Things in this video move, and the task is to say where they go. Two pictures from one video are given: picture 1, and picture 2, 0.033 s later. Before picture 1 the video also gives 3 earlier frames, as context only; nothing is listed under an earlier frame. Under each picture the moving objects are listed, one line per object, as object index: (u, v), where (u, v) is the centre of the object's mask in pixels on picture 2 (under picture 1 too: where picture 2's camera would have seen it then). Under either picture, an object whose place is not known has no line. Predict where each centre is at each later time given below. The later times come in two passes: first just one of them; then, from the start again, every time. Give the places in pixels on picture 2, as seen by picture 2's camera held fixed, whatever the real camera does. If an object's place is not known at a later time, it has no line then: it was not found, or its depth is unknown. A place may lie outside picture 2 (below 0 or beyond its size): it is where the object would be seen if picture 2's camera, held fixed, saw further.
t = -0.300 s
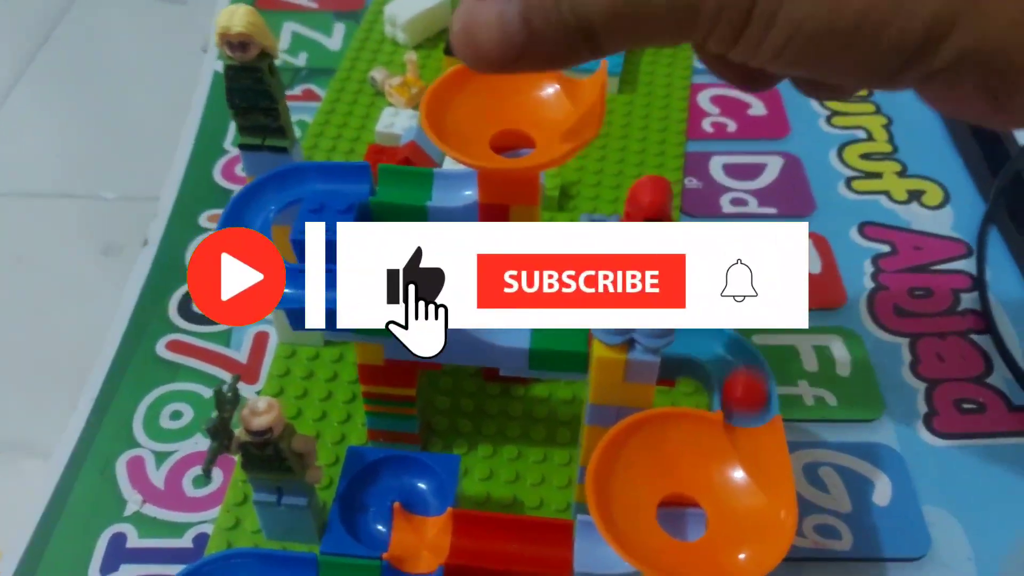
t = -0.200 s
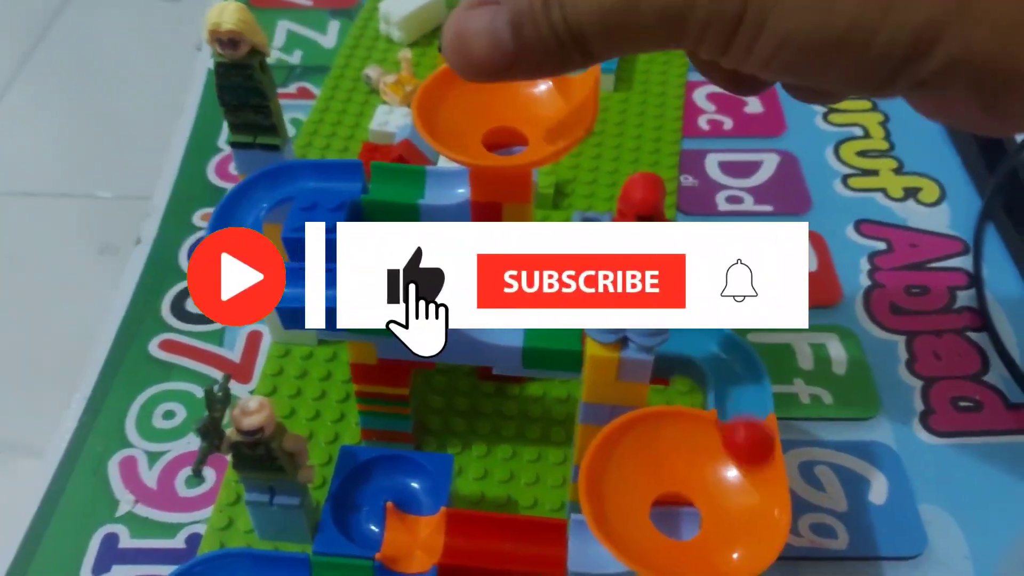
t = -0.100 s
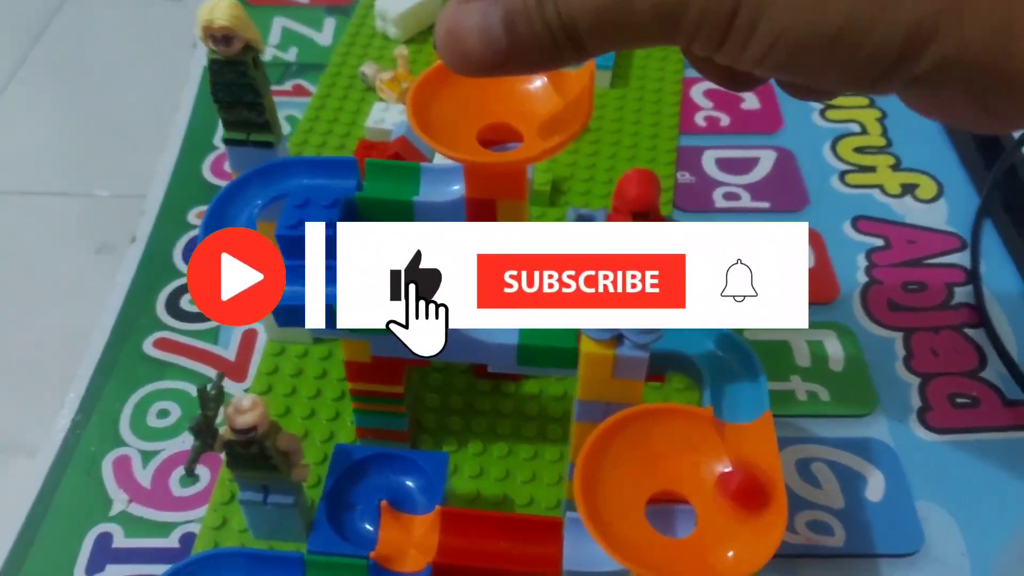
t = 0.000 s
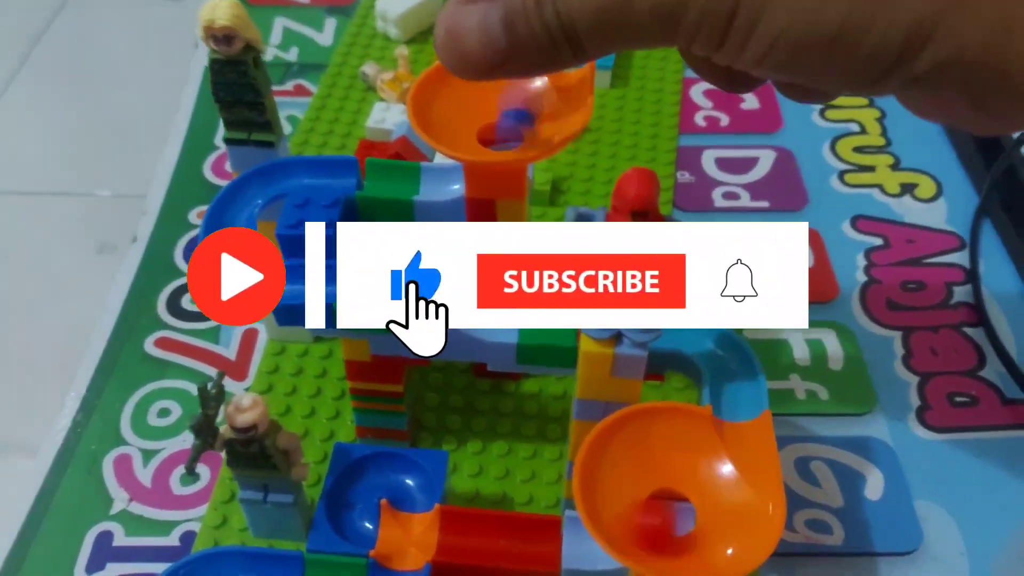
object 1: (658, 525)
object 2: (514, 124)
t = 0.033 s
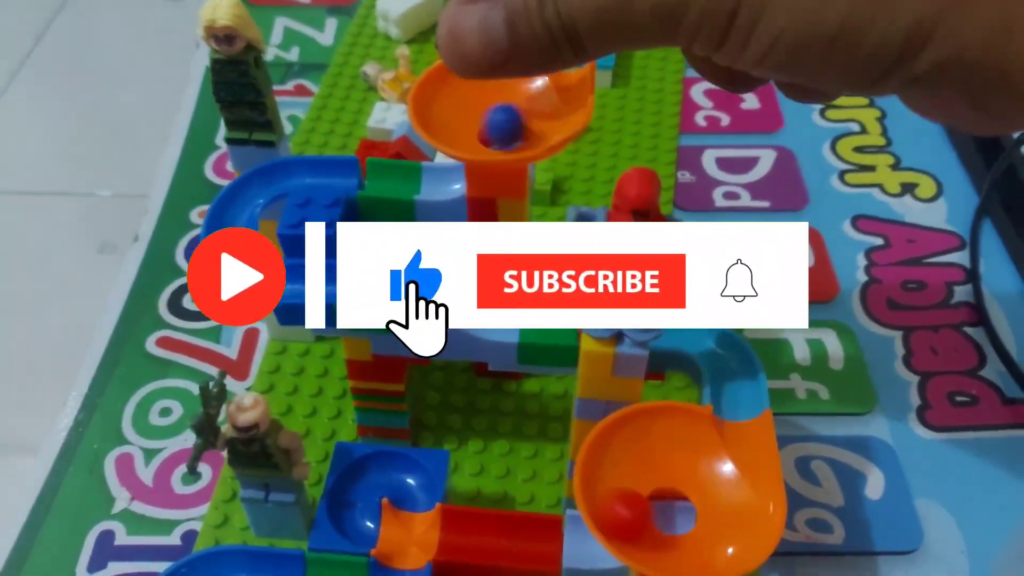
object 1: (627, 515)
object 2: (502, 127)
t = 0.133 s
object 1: (650, 479)
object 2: (500, 137)
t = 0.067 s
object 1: (618, 502)
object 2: (501, 132)
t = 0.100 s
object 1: (622, 490)
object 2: (501, 135)
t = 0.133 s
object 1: (650, 479)
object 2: (500, 137)
